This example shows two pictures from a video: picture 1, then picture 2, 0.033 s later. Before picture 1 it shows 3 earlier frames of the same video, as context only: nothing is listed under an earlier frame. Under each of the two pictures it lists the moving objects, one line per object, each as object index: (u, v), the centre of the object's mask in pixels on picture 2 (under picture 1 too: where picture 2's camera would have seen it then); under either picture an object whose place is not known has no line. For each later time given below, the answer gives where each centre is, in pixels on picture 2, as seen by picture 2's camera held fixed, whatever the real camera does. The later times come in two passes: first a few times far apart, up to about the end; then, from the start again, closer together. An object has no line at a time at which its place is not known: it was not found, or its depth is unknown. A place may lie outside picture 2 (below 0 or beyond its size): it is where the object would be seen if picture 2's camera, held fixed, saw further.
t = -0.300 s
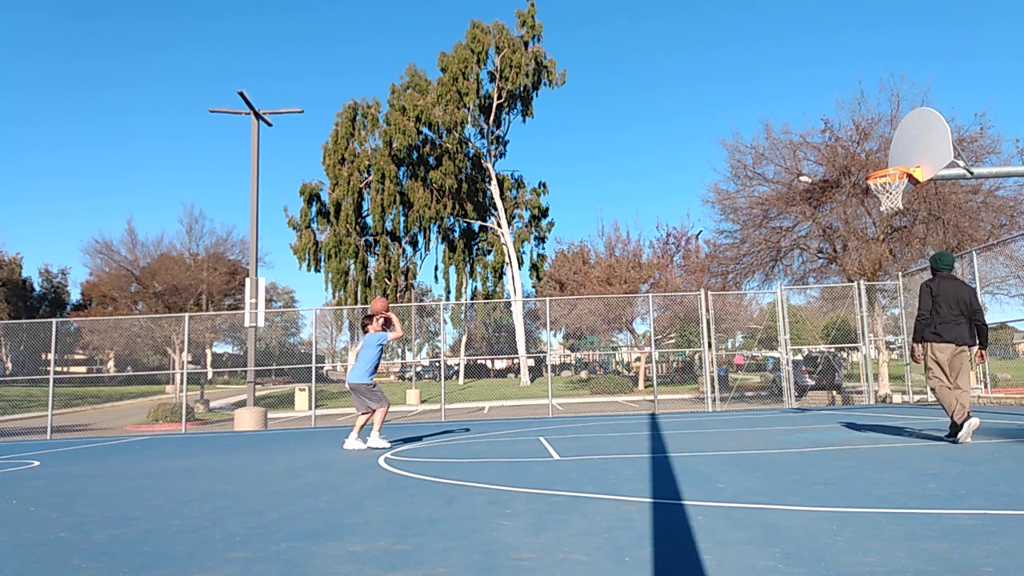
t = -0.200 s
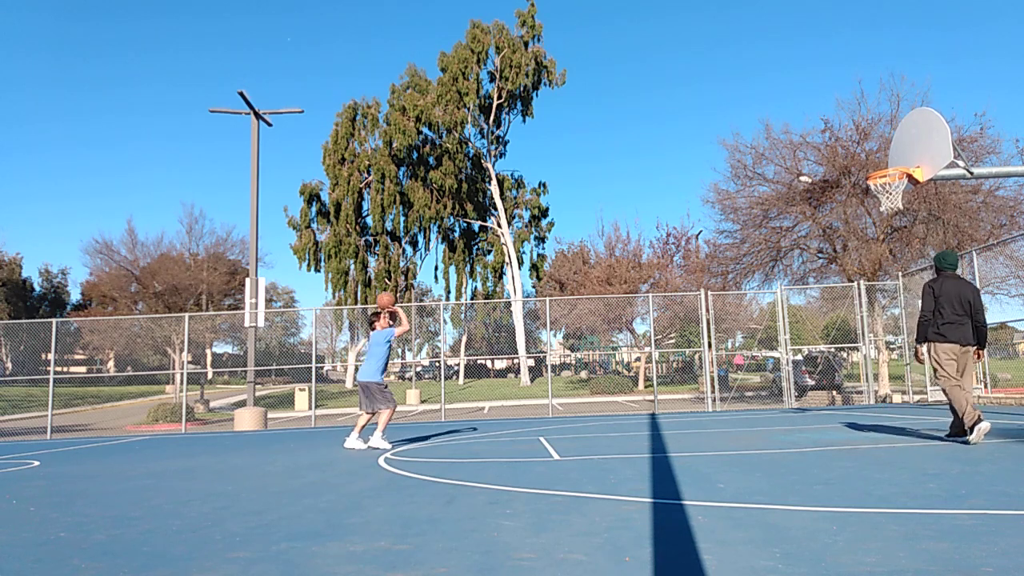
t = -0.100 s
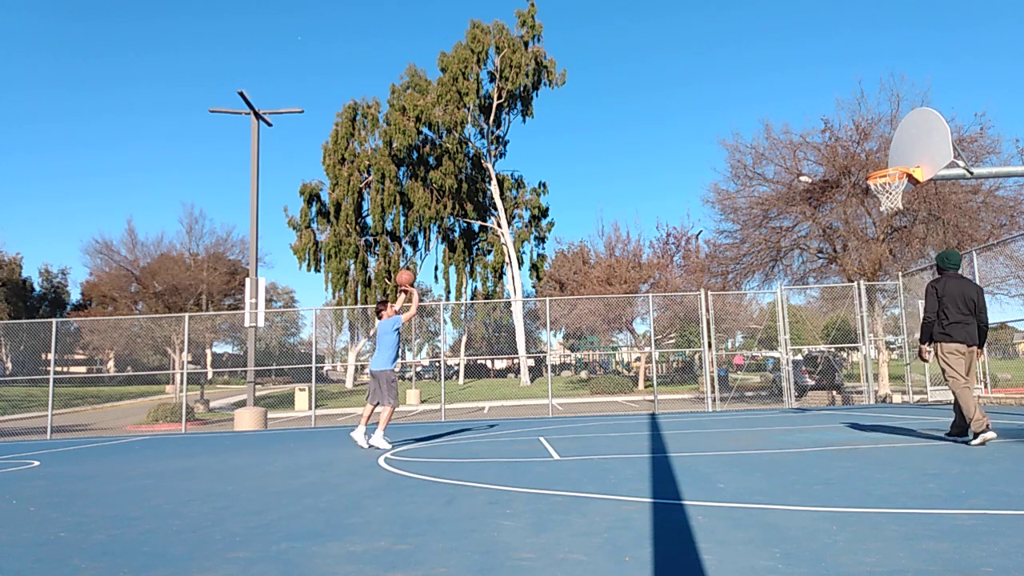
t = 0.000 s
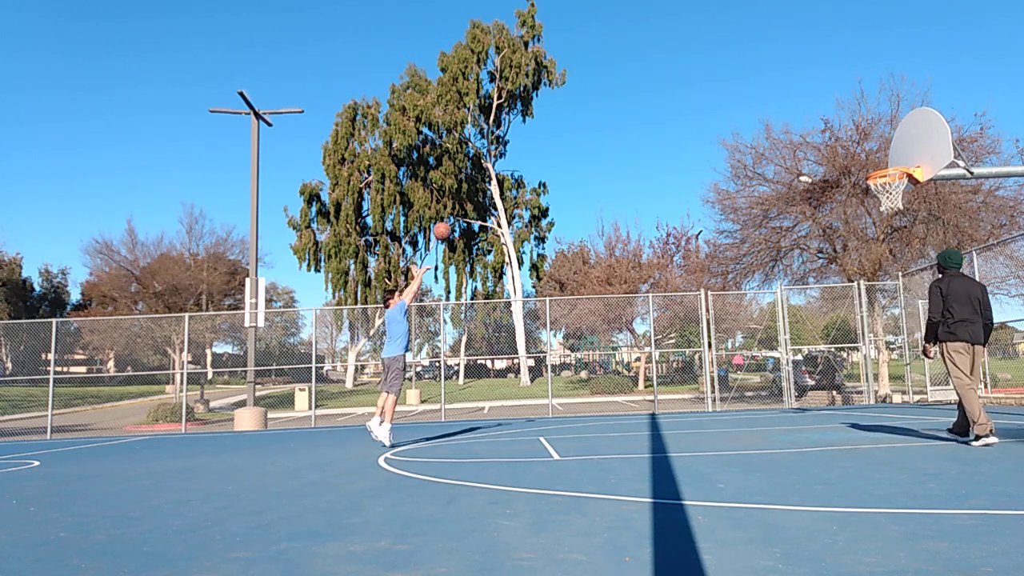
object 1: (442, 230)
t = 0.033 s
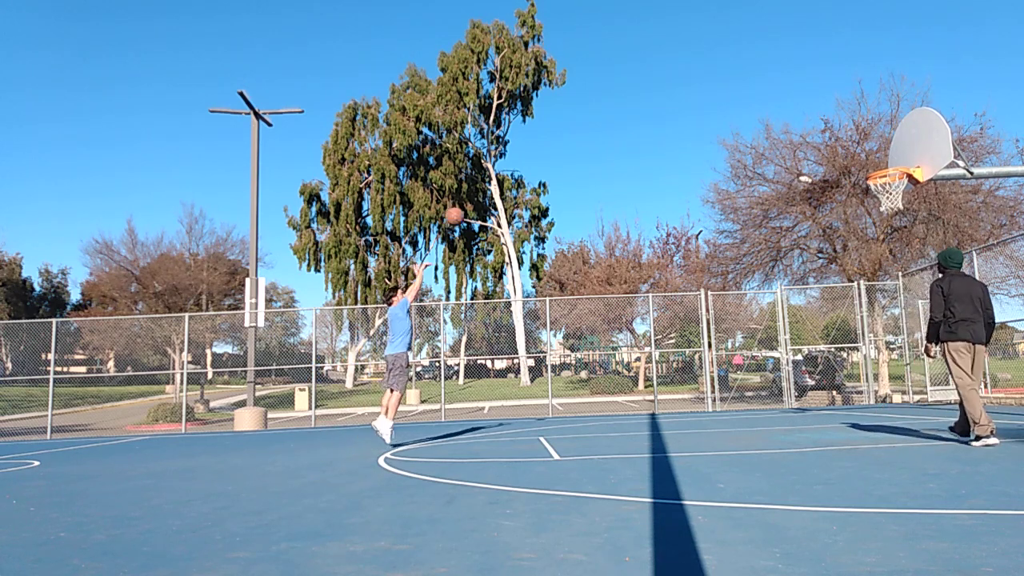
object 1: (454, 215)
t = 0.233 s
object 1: (531, 143)
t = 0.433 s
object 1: (608, 98)
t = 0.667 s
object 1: (701, 82)
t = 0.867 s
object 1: (785, 101)
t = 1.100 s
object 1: (887, 161)
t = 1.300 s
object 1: (865, 132)
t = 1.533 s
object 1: (825, 122)
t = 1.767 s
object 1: (780, 165)
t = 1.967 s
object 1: (734, 263)
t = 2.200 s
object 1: (674, 446)
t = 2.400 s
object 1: (616, 311)
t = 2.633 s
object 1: (543, 209)
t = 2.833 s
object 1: (468, 177)
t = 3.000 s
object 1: (396, 203)
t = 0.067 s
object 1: (467, 201)
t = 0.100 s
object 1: (480, 188)
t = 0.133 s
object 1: (492, 176)
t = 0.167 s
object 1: (506, 164)
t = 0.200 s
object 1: (518, 154)
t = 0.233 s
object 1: (531, 143)
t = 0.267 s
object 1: (544, 134)
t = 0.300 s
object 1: (557, 125)
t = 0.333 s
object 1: (570, 117)
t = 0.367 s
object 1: (582, 110)
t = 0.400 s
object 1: (595, 104)
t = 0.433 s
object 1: (608, 98)
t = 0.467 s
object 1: (621, 93)
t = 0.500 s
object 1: (634, 89)
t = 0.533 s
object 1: (648, 86)
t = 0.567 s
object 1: (661, 84)
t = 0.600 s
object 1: (674, 82)
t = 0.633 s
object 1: (688, 82)
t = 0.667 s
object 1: (701, 82)
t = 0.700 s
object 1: (715, 83)
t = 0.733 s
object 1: (729, 85)
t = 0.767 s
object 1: (742, 87)
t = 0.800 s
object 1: (756, 91)
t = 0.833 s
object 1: (771, 95)
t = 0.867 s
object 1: (785, 101)
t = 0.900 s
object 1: (799, 107)
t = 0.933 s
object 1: (813, 114)
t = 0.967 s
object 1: (828, 122)
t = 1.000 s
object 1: (842, 131)
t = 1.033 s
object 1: (857, 141)
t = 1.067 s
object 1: (872, 151)
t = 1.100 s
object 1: (887, 161)
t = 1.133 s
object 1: (892, 162)
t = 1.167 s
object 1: (886, 157)
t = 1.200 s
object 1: (881, 150)
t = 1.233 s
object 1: (876, 144)
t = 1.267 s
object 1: (870, 138)
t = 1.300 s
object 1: (865, 132)
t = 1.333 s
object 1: (860, 128)
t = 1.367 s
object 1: (854, 125)
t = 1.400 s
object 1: (849, 123)
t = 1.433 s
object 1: (843, 121)
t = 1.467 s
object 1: (837, 120)
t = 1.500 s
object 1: (831, 121)
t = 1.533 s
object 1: (825, 122)
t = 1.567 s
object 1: (819, 125)
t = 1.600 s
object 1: (813, 128)
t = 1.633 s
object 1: (806, 133)
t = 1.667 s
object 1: (800, 139)
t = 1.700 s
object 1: (793, 146)
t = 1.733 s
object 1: (786, 155)
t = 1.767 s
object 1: (780, 165)
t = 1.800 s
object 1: (772, 177)
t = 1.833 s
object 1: (765, 191)
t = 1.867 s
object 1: (757, 206)
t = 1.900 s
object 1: (750, 223)
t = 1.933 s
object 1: (742, 242)
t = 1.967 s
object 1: (734, 263)
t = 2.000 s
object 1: (726, 287)
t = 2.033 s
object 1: (718, 312)
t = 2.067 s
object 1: (709, 341)
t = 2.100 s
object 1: (700, 373)
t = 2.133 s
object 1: (691, 407)
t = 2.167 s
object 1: (682, 446)
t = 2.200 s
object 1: (674, 446)
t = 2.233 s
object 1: (664, 421)
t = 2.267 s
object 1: (654, 397)
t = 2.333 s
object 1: (635, 352)
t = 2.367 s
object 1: (626, 331)
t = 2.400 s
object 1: (616, 311)
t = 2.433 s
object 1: (607, 292)
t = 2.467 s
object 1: (596, 275)
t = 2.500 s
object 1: (586, 259)
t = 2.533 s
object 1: (575, 245)
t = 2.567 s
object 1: (565, 232)
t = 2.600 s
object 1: (554, 220)
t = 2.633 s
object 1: (543, 209)
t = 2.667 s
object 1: (531, 199)
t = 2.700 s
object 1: (519, 191)
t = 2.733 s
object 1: (507, 185)
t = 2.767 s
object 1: (495, 180)
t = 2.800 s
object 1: (482, 178)
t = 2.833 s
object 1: (468, 177)
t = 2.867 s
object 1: (455, 178)
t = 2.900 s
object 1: (442, 181)
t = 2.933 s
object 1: (426, 186)
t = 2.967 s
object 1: (412, 193)
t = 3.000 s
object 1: (396, 203)
